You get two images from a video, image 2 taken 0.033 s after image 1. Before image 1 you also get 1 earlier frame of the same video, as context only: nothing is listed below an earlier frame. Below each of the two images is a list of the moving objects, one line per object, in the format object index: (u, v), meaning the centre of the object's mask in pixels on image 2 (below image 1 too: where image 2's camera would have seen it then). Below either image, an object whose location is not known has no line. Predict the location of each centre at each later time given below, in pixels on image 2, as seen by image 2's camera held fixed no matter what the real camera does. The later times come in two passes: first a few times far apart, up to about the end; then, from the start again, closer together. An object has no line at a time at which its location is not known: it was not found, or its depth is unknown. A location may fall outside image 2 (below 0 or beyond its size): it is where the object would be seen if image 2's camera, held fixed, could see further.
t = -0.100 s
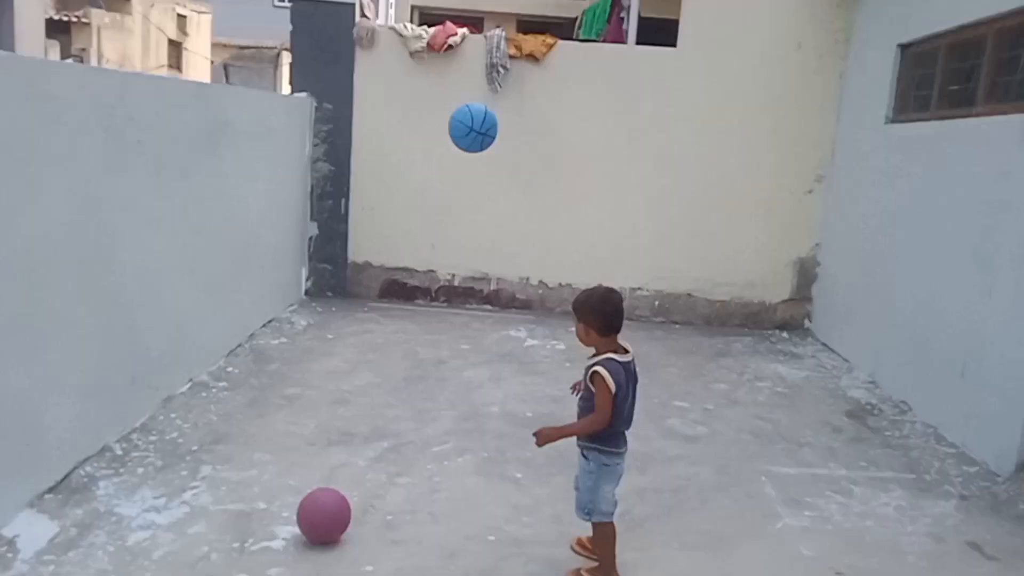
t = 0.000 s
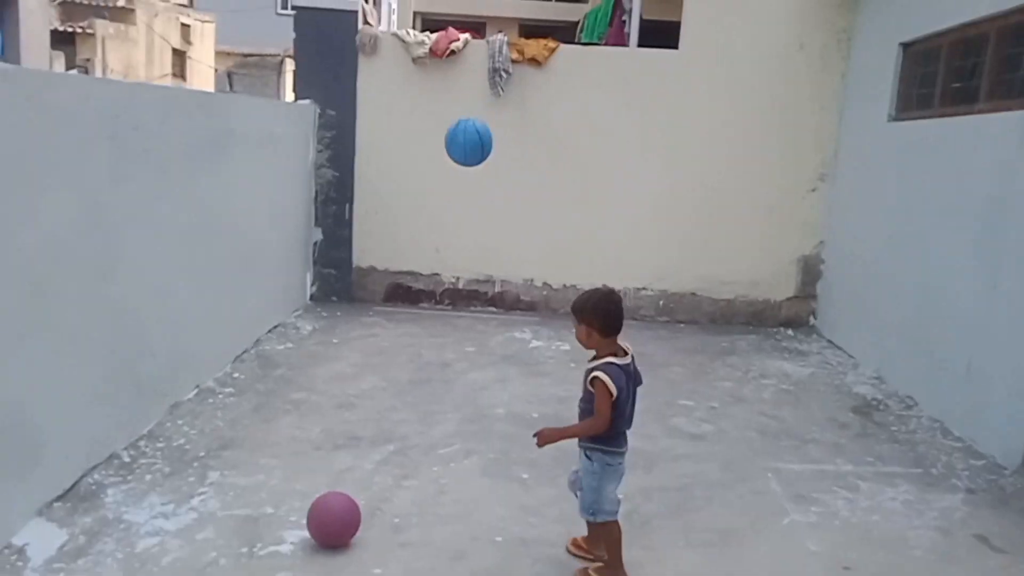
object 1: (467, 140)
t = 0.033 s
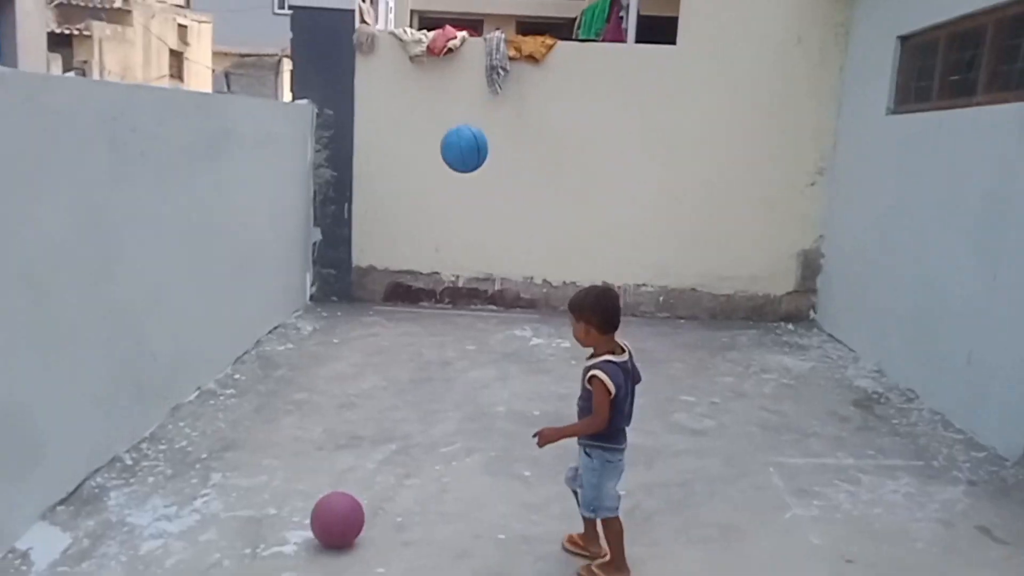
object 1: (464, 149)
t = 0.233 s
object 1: (451, 243)
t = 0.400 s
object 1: (442, 369)
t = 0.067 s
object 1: (462, 160)
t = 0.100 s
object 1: (459, 172)
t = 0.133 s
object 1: (457, 187)
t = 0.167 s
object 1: (455, 204)
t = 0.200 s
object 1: (453, 223)
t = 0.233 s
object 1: (451, 243)
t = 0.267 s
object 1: (450, 265)
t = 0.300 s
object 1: (448, 290)
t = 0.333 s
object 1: (446, 312)
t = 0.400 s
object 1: (442, 369)
